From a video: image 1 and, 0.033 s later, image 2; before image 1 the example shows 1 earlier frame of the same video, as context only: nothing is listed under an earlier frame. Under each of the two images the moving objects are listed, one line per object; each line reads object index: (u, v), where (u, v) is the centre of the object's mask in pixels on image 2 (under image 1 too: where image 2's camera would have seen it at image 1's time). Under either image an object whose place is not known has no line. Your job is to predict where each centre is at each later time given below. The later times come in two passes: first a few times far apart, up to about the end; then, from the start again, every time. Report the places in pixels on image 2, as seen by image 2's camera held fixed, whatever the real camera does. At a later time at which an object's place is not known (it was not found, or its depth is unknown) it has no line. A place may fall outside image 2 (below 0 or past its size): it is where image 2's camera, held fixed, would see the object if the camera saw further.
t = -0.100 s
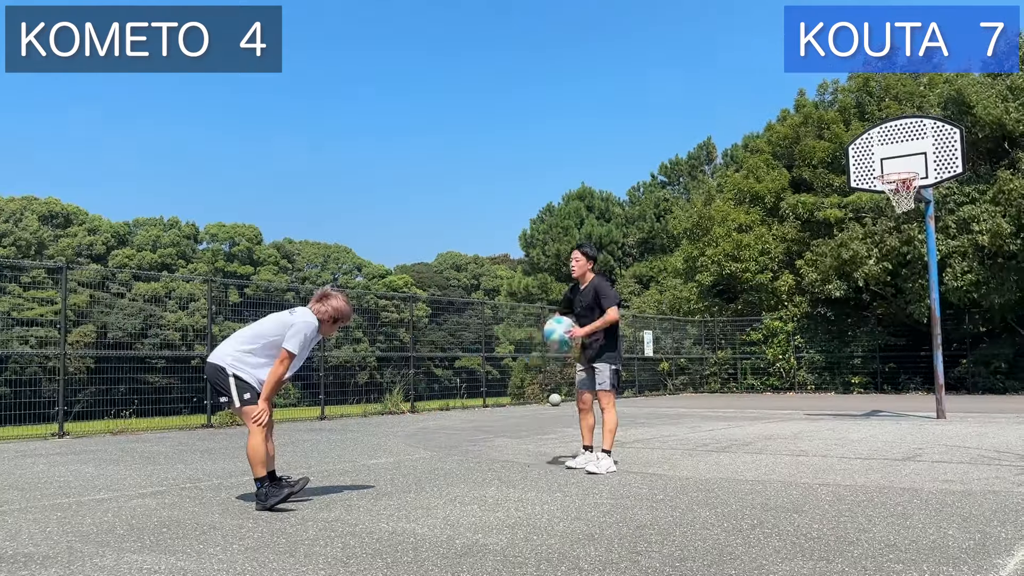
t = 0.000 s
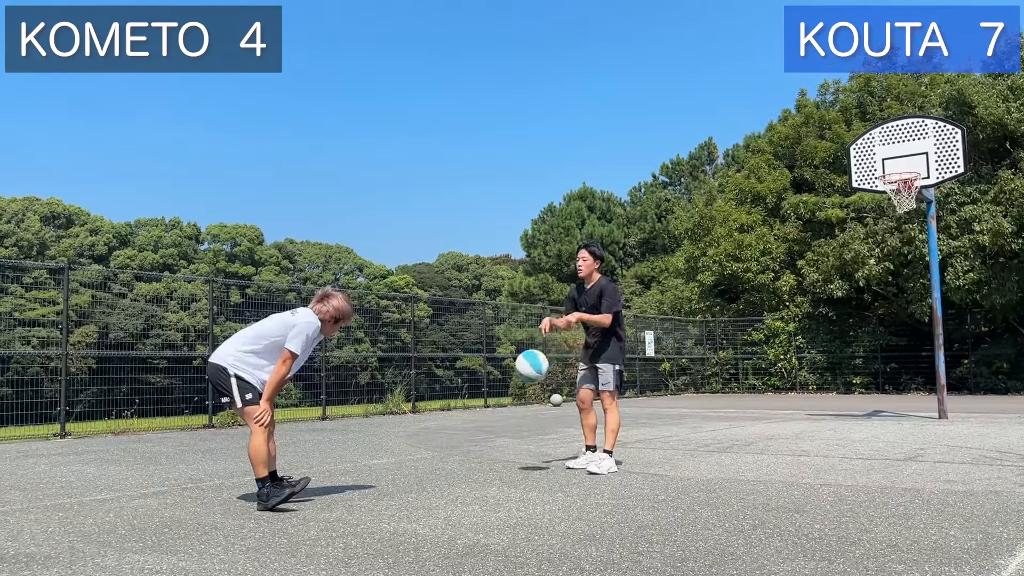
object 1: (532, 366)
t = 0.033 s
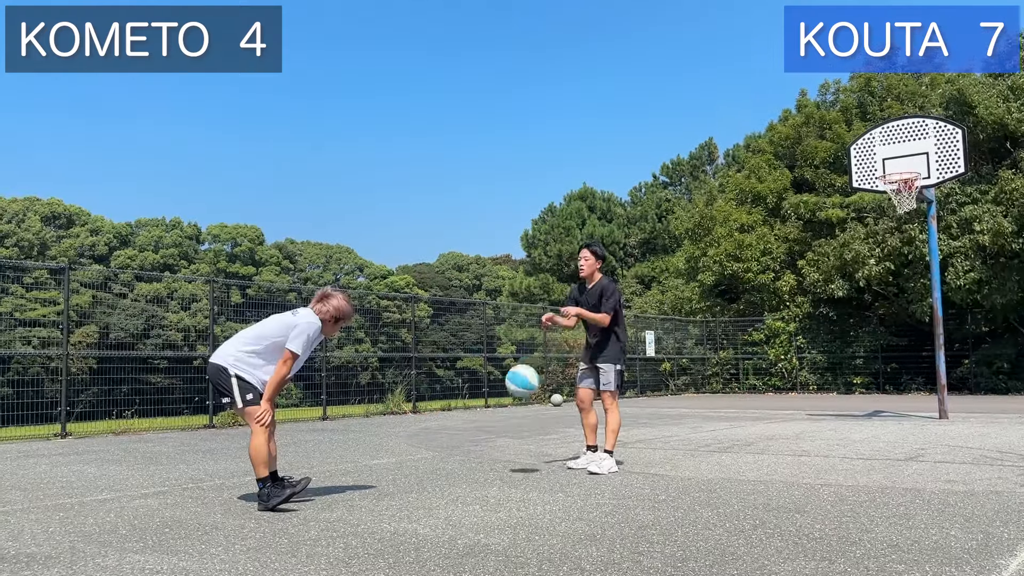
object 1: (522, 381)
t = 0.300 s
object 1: (439, 407)
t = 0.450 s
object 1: (391, 362)
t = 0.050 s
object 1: (517, 389)
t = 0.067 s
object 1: (512, 398)
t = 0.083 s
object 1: (507, 407)
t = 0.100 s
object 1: (502, 418)
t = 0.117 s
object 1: (496, 428)
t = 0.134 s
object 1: (491, 439)
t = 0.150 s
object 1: (486, 450)
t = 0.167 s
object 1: (480, 463)
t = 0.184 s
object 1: (475, 464)
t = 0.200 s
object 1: (470, 455)
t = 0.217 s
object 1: (465, 446)
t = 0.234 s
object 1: (460, 437)
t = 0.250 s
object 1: (455, 429)
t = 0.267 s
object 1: (449, 422)
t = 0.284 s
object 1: (444, 415)
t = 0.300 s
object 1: (439, 407)
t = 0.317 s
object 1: (434, 401)
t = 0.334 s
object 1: (428, 394)
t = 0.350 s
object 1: (423, 389)
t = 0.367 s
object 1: (418, 383)
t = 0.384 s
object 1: (412, 378)
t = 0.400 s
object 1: (407, 374)
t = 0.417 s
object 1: (401, 370)
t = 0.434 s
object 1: (396, 366)
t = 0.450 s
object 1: (391, 362)
